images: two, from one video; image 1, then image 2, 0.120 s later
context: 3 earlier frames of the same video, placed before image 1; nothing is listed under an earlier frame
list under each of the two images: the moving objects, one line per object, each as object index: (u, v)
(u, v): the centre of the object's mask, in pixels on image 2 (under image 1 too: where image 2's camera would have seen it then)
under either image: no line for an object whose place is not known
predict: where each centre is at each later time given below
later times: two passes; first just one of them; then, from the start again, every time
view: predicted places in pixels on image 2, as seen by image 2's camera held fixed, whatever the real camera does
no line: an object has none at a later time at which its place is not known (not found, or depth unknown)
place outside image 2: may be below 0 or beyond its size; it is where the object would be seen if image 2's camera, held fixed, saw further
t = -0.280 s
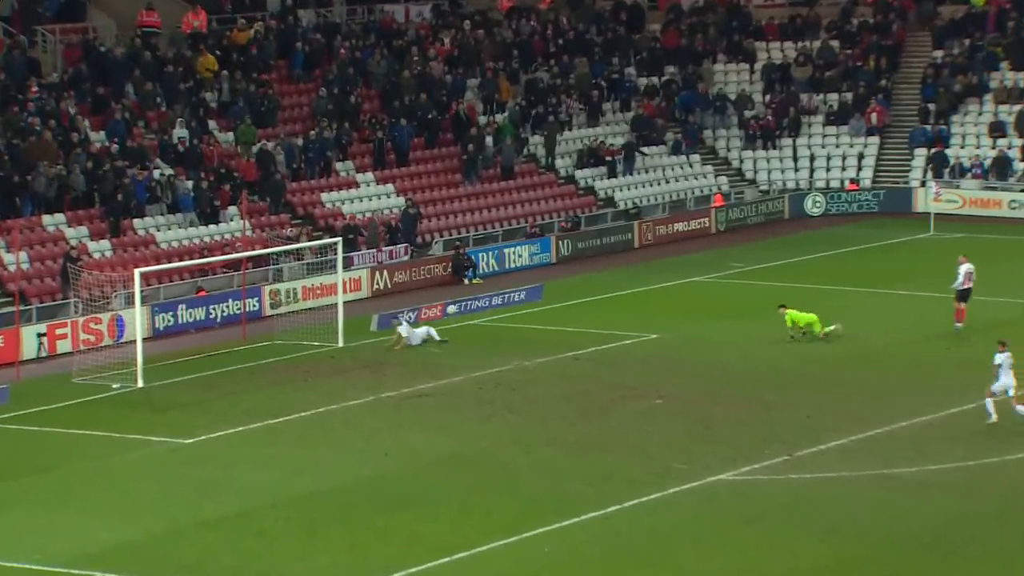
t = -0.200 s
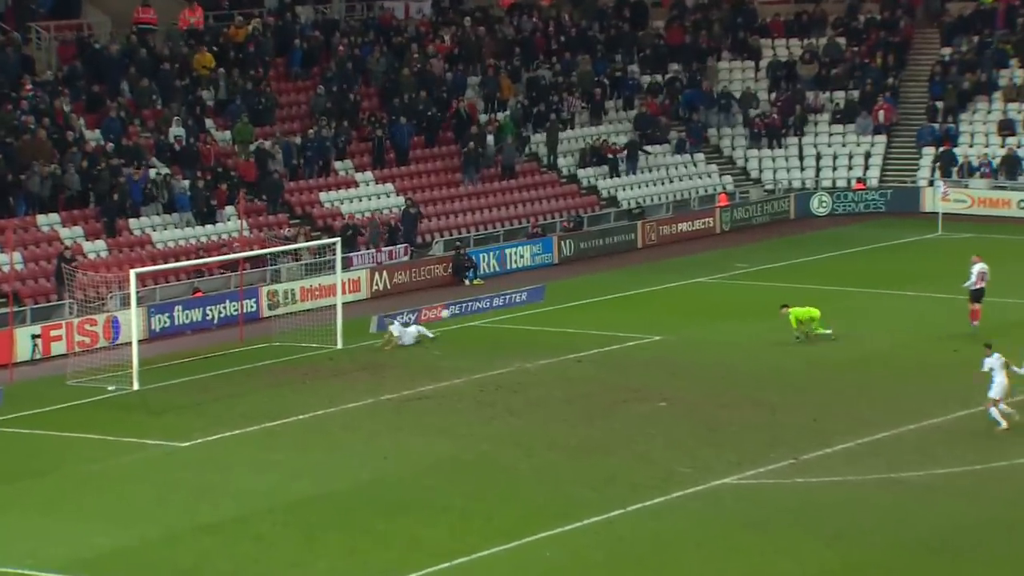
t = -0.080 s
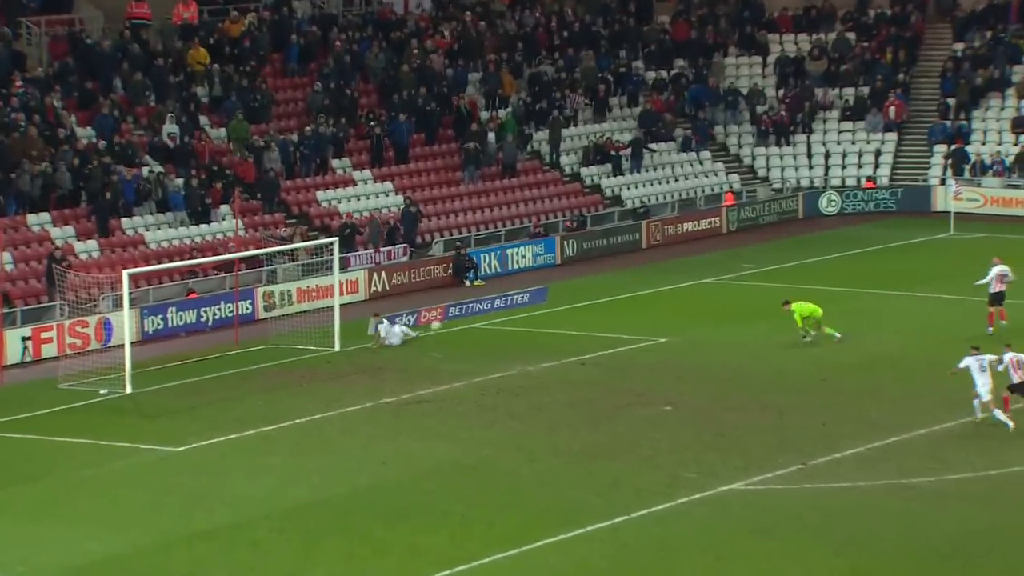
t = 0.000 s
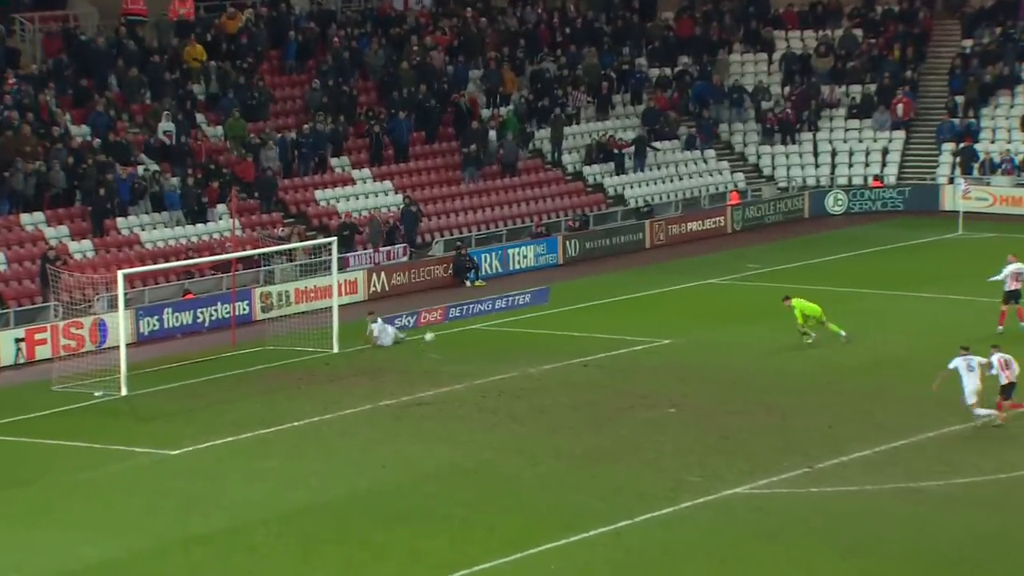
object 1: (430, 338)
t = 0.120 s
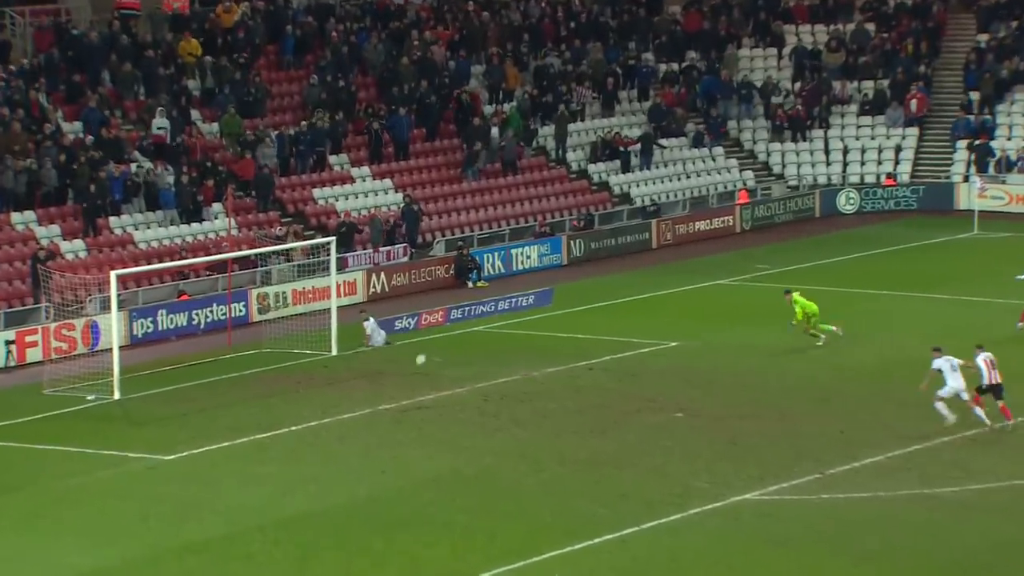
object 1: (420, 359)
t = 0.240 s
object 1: (408, 358)
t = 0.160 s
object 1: (417, 367)
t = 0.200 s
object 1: (413, 363)
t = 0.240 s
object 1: (408, 358)
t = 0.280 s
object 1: (404, 354)
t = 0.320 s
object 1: (399, 352)
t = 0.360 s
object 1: (395, 350)
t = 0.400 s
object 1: (391, 349)
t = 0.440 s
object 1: (387, 348)
